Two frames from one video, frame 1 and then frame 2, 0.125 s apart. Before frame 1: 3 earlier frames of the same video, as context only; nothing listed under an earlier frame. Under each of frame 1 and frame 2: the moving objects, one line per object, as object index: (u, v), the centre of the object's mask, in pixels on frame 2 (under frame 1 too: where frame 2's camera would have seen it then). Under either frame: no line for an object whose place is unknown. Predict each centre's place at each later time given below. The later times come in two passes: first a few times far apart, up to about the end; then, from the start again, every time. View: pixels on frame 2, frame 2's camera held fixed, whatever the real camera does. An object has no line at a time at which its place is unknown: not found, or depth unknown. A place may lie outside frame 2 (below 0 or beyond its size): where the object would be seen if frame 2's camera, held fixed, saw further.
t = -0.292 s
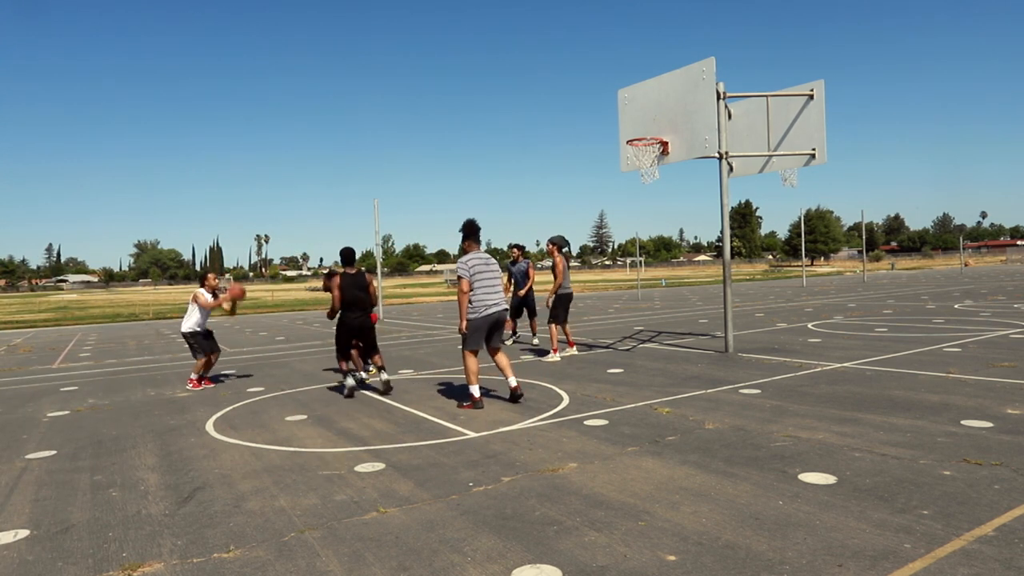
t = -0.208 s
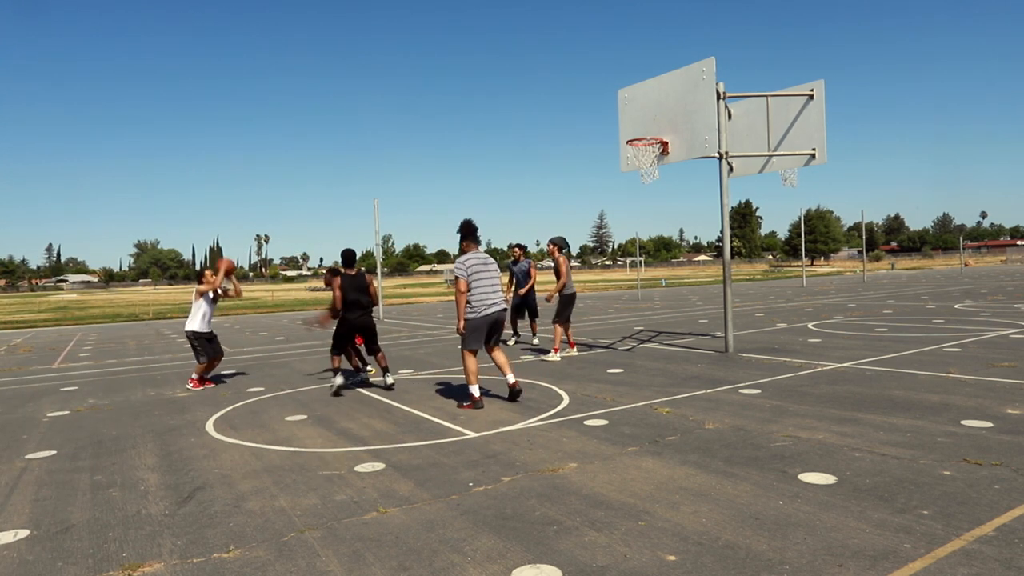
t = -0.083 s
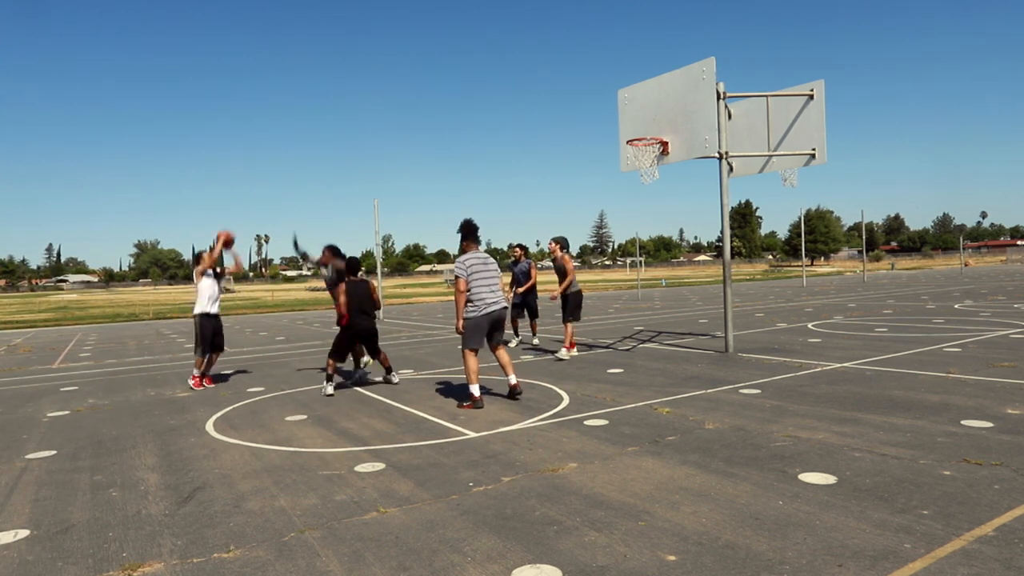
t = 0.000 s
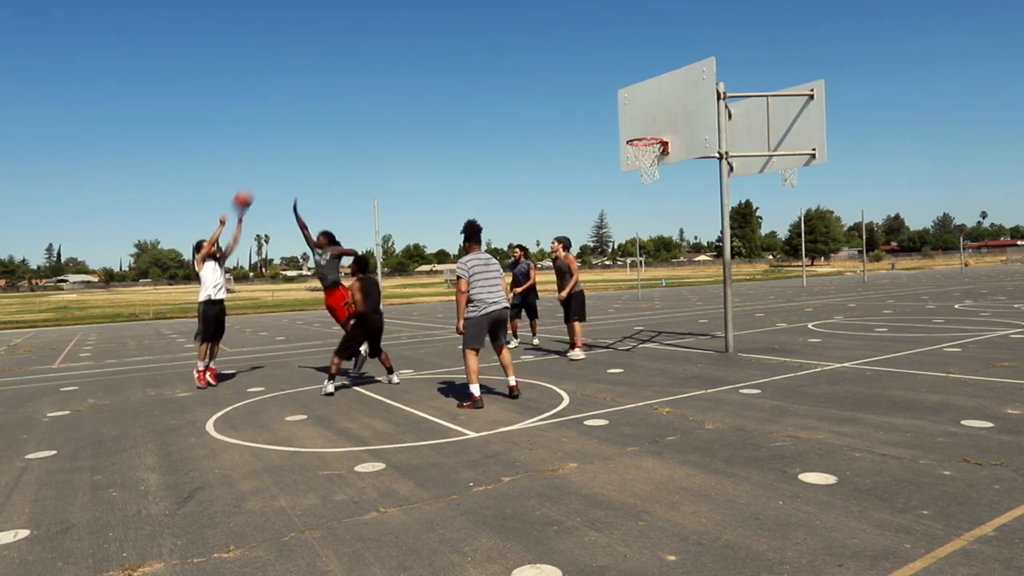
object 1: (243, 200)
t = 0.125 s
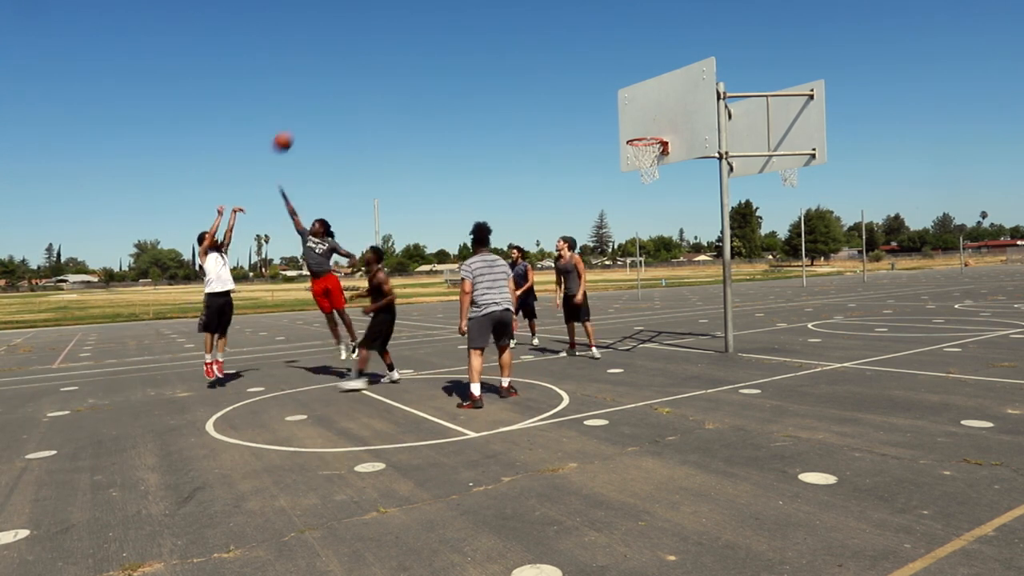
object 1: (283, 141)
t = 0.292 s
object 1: (337, 82)
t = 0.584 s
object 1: (437, 29)
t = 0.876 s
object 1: (537, 38)
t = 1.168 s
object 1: (638, 109)
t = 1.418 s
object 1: (670, 72)
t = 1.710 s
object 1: (673, 29)
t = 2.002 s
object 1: (678, 48)
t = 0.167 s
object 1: (296, 124)
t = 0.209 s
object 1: (310, 109)
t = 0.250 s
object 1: (324, 95)
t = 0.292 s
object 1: (337, 82)
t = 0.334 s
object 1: (352, 70)
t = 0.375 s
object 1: (366, 60)
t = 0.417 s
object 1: (380, 52)
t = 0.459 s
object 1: (394, 44)
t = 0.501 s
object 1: (408, 37)
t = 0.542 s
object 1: (423, 32)
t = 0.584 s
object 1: (437, 29)
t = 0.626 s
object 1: (451, 26)
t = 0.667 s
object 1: (465, 25)
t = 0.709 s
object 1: (479, 25)
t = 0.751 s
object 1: (494, 26)
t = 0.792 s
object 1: (508, 29)
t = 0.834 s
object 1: (523, 33)
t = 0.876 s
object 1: (537, 38)
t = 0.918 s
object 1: (551, 44)
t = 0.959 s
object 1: (565, 52)
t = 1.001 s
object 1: (580, 61)
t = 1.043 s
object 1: (594, 71)
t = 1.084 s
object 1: (609, 82)
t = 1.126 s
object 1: (623, 95)
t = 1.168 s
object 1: (638, 109)
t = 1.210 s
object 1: (652, 124)
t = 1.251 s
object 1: (662, 127)
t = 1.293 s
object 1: (664, 111)
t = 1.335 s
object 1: (666, 97)
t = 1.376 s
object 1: (668, 83)
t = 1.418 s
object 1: (670, 72)
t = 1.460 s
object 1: (670, 61)
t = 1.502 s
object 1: (671, 53)
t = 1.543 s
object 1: (671, 46)
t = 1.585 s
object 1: (671, 39)
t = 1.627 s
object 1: (672, 35)
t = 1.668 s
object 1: (672, 31)
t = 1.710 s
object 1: (673, 29)
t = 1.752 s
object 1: (673, 28)
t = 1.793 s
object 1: (674, 28)
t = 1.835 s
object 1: (675, 29)
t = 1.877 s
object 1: (675, 32)
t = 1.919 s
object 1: (676, 36)
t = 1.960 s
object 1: (677, 41)
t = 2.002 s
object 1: (678, 48)
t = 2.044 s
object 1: (680, 55)
